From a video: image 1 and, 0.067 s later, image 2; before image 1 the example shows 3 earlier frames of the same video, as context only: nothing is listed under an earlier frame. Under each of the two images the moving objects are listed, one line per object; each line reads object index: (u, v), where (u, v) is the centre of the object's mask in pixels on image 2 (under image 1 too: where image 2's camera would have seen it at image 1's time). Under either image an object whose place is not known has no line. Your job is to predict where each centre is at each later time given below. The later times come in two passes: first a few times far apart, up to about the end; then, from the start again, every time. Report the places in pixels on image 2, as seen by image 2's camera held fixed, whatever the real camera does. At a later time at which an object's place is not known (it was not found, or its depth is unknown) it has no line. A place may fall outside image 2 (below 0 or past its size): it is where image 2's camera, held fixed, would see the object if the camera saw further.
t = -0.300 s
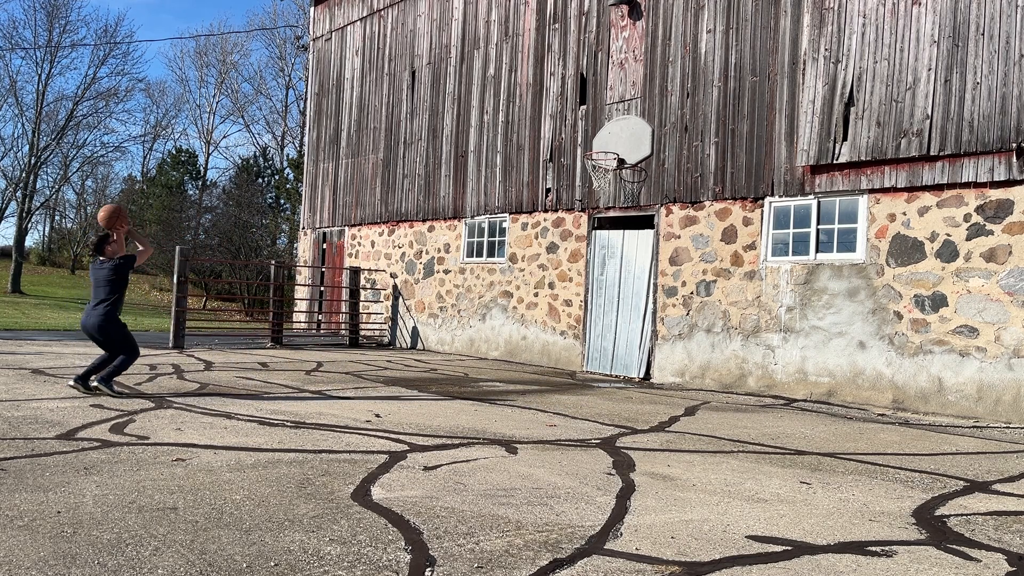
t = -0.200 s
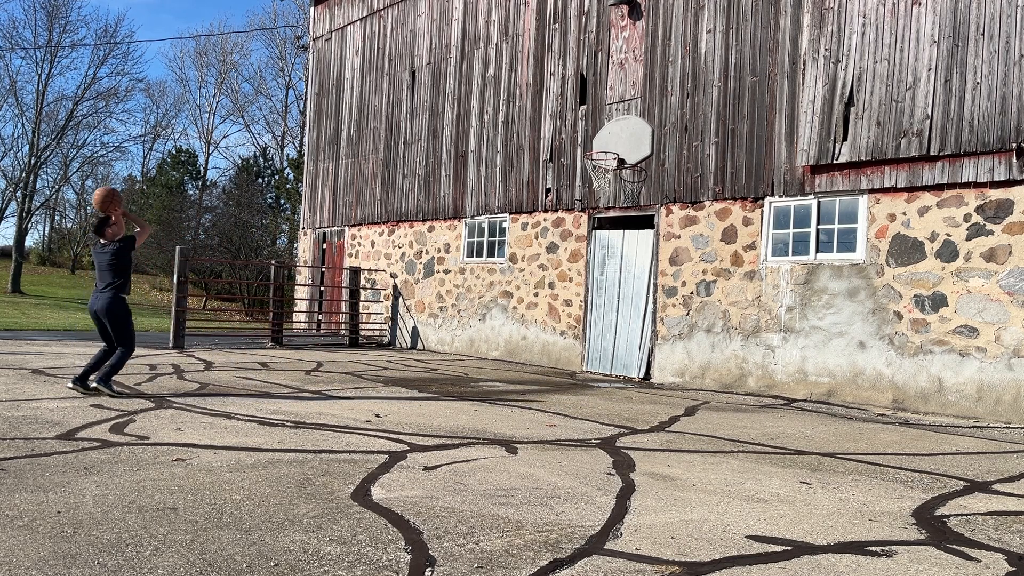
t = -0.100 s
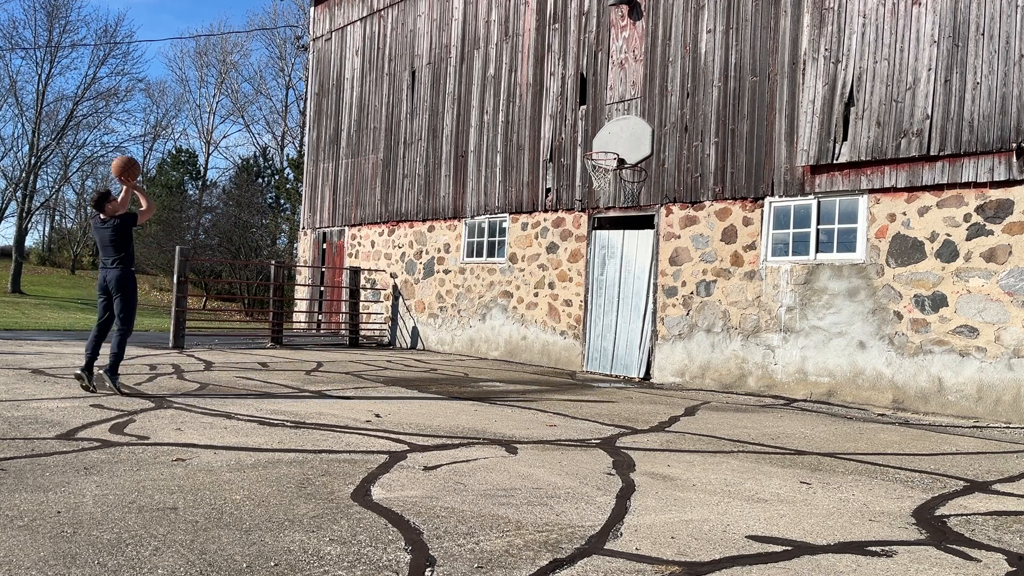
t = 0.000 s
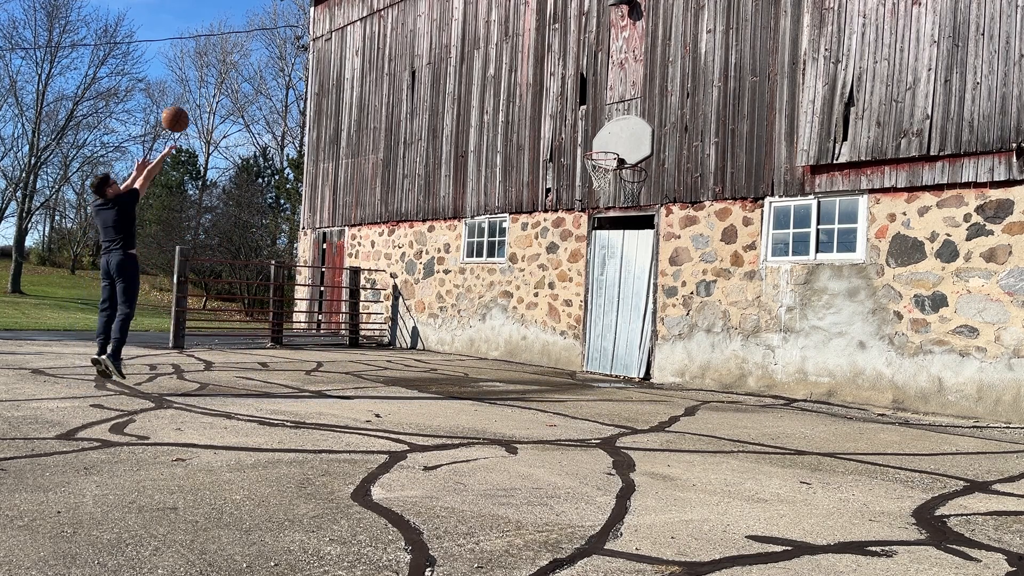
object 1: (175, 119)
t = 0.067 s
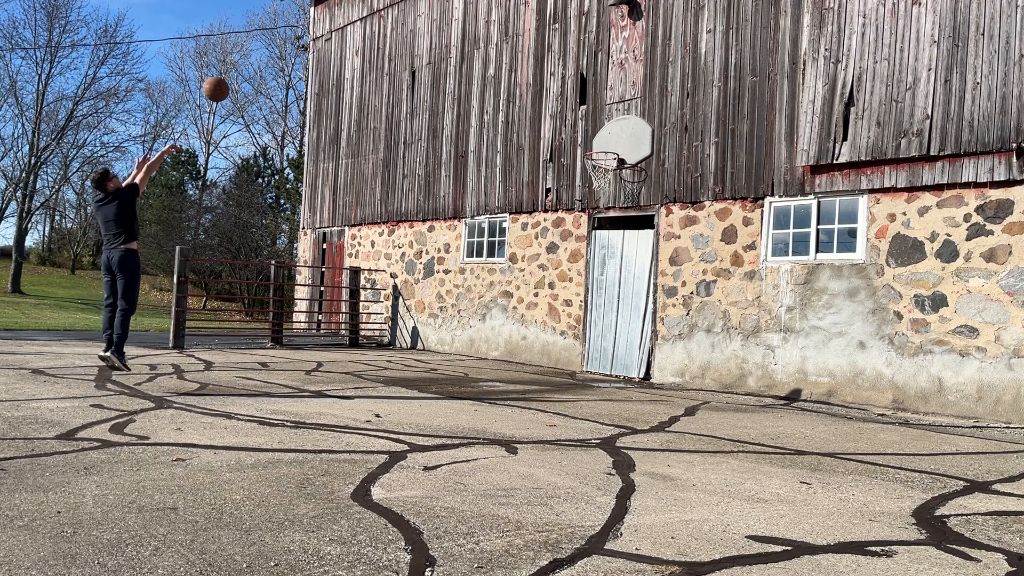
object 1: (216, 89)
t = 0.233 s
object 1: (307, 40)
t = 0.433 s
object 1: (399, 19)
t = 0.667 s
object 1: (487, 39)
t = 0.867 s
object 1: (550, 85)
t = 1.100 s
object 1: (602, 158)
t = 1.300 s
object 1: (595, 174)
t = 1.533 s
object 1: (596, 205)
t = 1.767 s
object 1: (592, 273)
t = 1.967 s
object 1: (588, 360)
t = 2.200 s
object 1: (594, 299)
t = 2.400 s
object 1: (597, 267)
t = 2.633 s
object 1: (593, 270)
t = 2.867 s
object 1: (587, 310)
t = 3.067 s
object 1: (581, 363)
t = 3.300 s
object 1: (583, 315)
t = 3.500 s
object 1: (584, 303)
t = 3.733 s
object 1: (582, 324)
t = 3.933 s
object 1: (580, 363)
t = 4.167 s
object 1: (581, 330)
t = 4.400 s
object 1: (579, 332)
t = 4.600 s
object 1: (577, 365)
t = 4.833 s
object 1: (581, 342)
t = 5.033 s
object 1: (584, 348)
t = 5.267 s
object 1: (587, 357)
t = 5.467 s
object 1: (590, 351)
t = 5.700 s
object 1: (593, 363)
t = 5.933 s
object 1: (596, 358)
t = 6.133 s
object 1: (598, 362)
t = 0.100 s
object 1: (235, 76)
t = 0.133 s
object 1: (254, 65)
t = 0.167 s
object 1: (273, 55)
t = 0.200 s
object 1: (290, 47)
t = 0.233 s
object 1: (307, 40)
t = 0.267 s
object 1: (324, 34)
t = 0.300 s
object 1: (340, 28)
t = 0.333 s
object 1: (356, 24)
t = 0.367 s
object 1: (371, 21)
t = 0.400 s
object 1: (385, 19)
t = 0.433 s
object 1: (399, 19)
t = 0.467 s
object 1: (413, 19)
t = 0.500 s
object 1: (426, 20)
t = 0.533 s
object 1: (439, 22)
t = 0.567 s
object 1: (451, 25)
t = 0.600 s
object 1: (463, 28)
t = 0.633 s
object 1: (475, 33)
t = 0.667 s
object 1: (487, 39)
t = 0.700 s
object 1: (498, 45)
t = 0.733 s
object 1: (508, 52)
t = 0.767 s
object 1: (519, 60)
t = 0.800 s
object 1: (530, 68)
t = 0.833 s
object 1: (540, 76)
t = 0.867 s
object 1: (550, 85)
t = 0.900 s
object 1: (559, 95)
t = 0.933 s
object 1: (569, 106)
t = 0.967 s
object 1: (577, 117)
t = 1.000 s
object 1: (586, 128)
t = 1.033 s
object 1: (594, 141)
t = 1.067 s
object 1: (602, 153)
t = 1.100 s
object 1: (602, 158)
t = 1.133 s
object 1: (600, 160)
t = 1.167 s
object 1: (600, 162)
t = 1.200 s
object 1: (599, 165)
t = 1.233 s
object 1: (599, 167)
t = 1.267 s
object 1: (598, 169)
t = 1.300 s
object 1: (595, 174)
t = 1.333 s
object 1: (598, 173)
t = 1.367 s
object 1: (597, 176)
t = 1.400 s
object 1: (596, 182)
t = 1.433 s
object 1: (596, 186)
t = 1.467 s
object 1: (597, 192)
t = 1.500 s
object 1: (596, 197)
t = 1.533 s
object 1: (596, 205)
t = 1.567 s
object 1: (595, 212)
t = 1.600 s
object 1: (595, 220)
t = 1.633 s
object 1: (595, 229)
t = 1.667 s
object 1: (594, 239)
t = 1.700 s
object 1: (593, 250)
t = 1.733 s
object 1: (593, 261)
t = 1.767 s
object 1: (592, 273)
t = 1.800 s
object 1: (592, 286)
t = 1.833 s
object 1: (591, 299)
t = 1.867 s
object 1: (591, 313)
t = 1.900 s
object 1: (590, 328)
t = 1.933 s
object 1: (589, 344)
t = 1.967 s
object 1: (588, 360)
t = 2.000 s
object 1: (589, 362)
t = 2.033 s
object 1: (589, 349)
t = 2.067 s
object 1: (590, 338)
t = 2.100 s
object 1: (592, 327)
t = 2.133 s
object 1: (592, 317)
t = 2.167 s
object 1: (593, 308)
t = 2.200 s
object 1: (594, 299)
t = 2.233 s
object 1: (595, 292)
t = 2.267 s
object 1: (595, 285)
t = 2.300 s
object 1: (596, 279)
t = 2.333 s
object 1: (597, 273)
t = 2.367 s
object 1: (597, 270)
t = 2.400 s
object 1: (597, 267)
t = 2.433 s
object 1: (596, 265)
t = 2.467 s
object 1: (596, 264)
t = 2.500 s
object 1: (595, 264)
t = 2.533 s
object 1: (595, 264)
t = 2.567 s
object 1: (594, 265)
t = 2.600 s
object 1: (593, 267)
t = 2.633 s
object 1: (593, 270)
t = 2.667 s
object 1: (592, 273)
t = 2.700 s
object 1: (591, 277)
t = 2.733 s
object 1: (590, 282)
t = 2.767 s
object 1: (589, 288)
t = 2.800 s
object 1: (589, 294)
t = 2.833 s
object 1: (588, 302)
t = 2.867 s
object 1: (587, 310)
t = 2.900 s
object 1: (585, 319)
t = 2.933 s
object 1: (585, 328)
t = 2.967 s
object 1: (584, 339)
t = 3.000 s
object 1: (583, 350)
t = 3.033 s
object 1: (582, 362)
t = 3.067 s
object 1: (581, 363)
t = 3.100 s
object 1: (582, 354)
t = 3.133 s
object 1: (582, 345)
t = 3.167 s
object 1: (582, 337)
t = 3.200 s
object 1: (583, 331)
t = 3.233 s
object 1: (582, 324)
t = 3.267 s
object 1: (583, 319)
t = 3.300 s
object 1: (583, 315)
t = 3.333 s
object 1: (583, 311)
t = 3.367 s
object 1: (584, 307)
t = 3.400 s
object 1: (584, 305)
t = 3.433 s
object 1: (584, 304)
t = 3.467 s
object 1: (584, 303)
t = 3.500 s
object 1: (584, 303)
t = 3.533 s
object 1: (584, 303)
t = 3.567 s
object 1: (584, 305)
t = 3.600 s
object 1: (583, 307)
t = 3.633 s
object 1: (583, 310)
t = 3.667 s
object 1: (583, 314)
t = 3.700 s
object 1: (583, 319)
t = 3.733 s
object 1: (582, 324)
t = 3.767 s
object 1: (582, 330)
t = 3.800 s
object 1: (582, 337)
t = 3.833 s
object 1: (581, 345)
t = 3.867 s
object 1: (581, 353)
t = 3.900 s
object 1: (580, 362)
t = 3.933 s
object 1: (580, 363)
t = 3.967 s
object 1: (580, 357)
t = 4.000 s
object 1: (581, 350)
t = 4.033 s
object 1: (581, 344)
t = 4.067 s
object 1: (581, 340)
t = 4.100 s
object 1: (581, 336)
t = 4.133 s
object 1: (581, 332)
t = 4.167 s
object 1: (581, 330)
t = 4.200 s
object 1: (581, 328)
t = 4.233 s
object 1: (581, 326)
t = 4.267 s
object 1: (580, 326)
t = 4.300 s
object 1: (580, 326)
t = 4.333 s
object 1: (580, 327)
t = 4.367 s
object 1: (580, 330)
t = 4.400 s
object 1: (579, 332)
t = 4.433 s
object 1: (579, 336)
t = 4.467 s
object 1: (579, 340)
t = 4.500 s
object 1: (578, 345)
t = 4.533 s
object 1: (578, 351)
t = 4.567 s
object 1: (577, 357)
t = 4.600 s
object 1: (577, 365)
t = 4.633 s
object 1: (577, 364)
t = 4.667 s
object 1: (578, 358)
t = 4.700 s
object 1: (578, 353)
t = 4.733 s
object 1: (579, 349)
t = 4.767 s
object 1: (580, 346)
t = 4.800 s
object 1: (580, 344)
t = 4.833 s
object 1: (581, 342)
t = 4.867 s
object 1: (582, 341)
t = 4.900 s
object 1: (582, 341)
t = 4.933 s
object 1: (583, 341)
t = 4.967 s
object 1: (583, 343)
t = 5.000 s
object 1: (583, 345)
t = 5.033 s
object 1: (584, 348)
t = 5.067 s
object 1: (584, 352)
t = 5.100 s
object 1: (584, 356)
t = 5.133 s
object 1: (585, 362)
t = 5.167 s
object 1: (585, 368)
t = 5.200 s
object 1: (585, 365)
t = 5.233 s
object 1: (586, 360)
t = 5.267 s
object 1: (587, 357)
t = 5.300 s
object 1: (587, 354)
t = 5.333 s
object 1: (588, 352)
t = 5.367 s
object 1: (589, 350)
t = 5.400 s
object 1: (589, 350)
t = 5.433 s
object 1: (590, 350)
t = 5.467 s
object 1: (590, 351)
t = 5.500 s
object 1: (590, 353)
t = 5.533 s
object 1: (591, 355)
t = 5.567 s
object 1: (591, 358)
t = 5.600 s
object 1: (591, 363)
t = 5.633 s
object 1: (591, 368)
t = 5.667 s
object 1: (592, 367)
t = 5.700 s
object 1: (593, 363)
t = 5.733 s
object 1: (593, 360)
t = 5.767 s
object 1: (594, 358)
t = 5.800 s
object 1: (594, 356)
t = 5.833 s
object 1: (595, 356)
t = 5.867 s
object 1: (595, 356)
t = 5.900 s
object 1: (595, 357)
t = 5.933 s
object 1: (596, 358)
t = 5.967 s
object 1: (596, 361)
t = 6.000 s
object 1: (597, 364)
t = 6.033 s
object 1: (597, 368)
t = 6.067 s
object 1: (597, 367)
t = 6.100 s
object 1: (598, 364)
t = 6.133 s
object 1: (598, 362)
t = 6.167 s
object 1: (599, 361)
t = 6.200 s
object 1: (599, 360)
